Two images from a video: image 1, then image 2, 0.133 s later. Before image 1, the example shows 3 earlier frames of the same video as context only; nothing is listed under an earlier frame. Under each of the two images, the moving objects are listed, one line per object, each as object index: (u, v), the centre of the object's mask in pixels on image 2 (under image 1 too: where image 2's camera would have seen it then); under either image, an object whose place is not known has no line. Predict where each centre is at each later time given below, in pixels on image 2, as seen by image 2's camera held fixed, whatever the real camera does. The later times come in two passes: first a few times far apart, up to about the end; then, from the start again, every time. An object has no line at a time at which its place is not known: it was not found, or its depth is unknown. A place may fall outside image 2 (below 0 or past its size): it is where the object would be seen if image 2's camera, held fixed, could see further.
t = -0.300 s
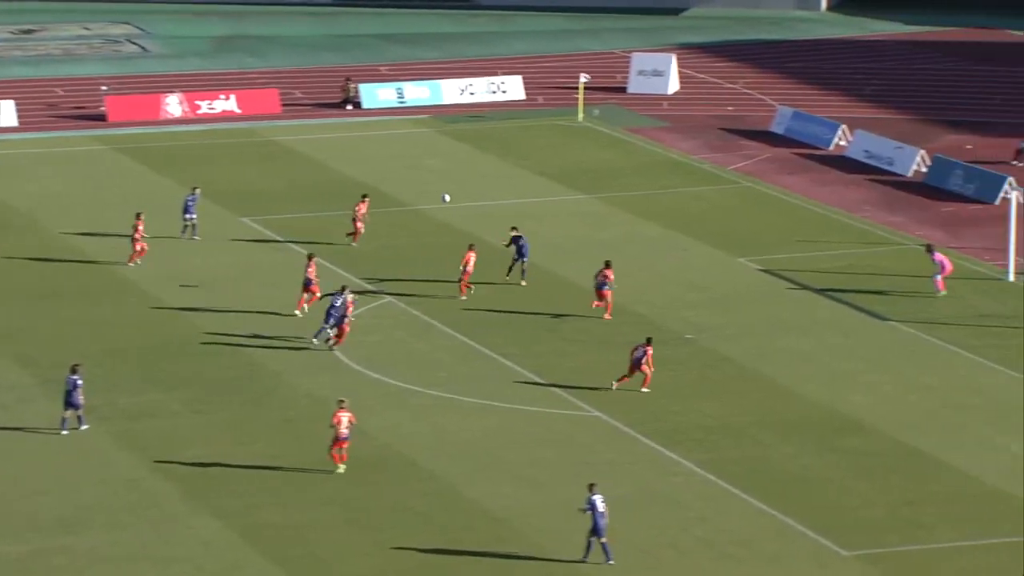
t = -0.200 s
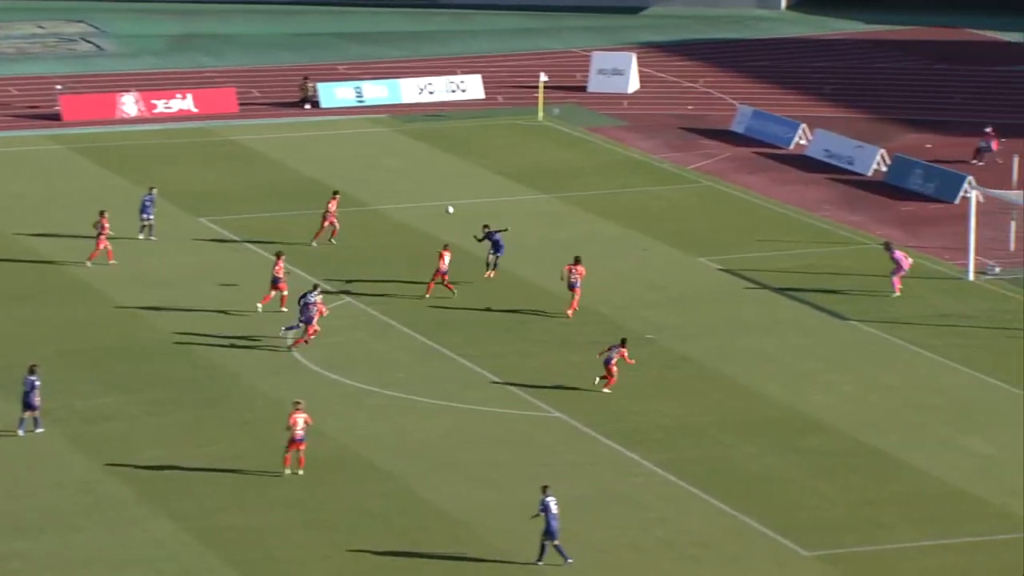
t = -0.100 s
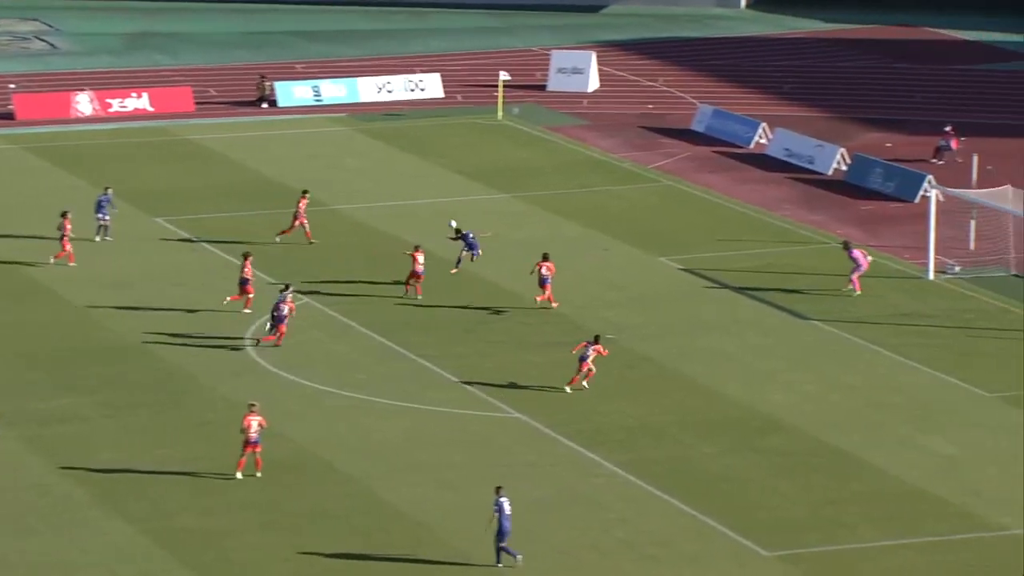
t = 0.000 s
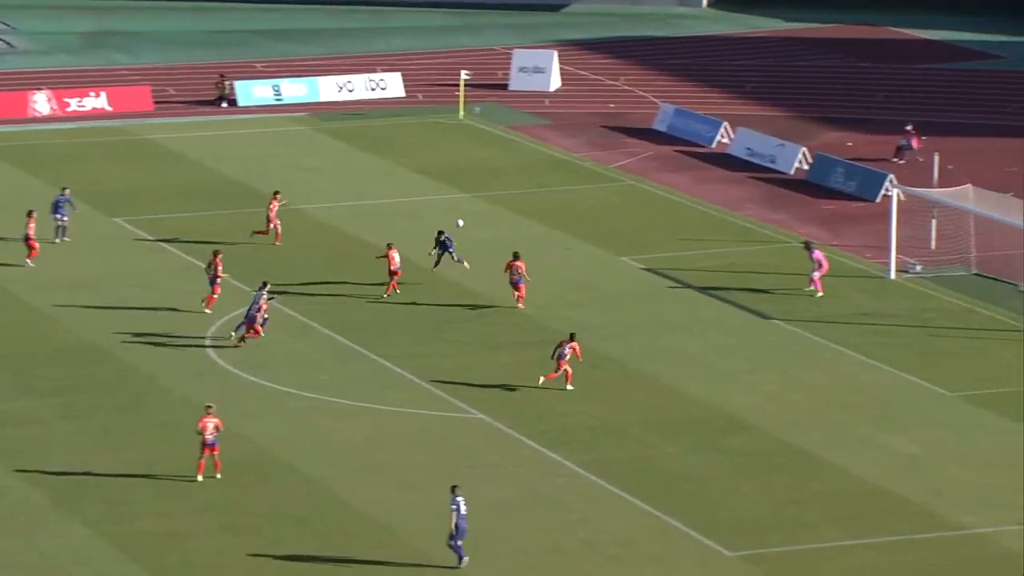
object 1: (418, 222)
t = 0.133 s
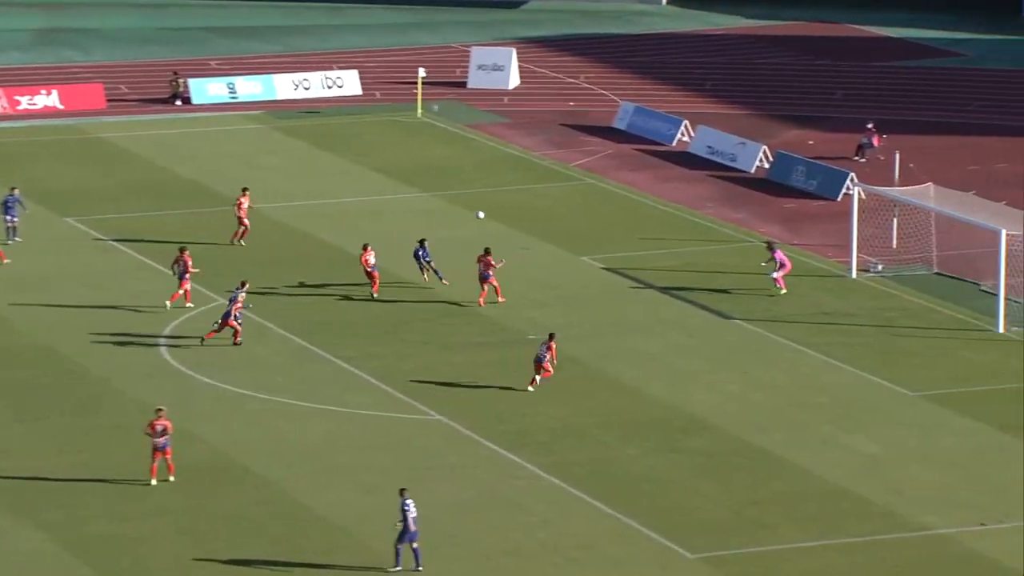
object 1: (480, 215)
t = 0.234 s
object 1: (527, 214)
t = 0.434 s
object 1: (620, 224)
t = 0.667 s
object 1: (728, 257)
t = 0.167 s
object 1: (496, 214)
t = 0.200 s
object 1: (511, 214)
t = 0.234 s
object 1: (527, 214)
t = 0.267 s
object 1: (542, 214)
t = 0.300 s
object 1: (558, 215)
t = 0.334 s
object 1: (574, 217)
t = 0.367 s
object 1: (589, 219)
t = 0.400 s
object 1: (605, 222)
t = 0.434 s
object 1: (620, 224)
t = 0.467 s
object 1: (635, 228)
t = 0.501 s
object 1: (651, 231)
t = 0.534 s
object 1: (666, 236)
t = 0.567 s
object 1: (681, 240)
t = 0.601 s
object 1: (697, 246)
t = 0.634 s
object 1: (713, 251)
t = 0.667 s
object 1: (728, 257)
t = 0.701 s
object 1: (744, 263)
